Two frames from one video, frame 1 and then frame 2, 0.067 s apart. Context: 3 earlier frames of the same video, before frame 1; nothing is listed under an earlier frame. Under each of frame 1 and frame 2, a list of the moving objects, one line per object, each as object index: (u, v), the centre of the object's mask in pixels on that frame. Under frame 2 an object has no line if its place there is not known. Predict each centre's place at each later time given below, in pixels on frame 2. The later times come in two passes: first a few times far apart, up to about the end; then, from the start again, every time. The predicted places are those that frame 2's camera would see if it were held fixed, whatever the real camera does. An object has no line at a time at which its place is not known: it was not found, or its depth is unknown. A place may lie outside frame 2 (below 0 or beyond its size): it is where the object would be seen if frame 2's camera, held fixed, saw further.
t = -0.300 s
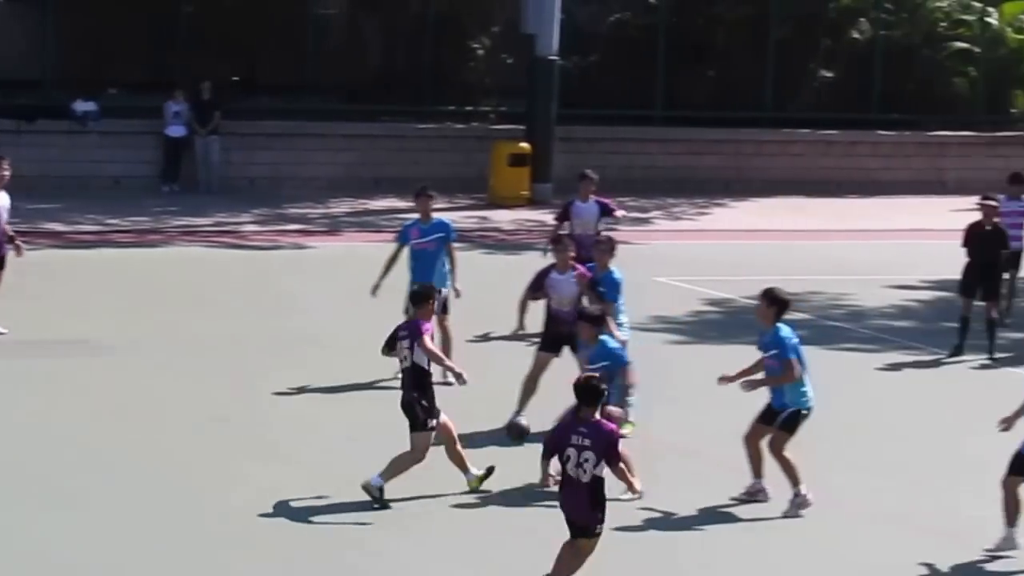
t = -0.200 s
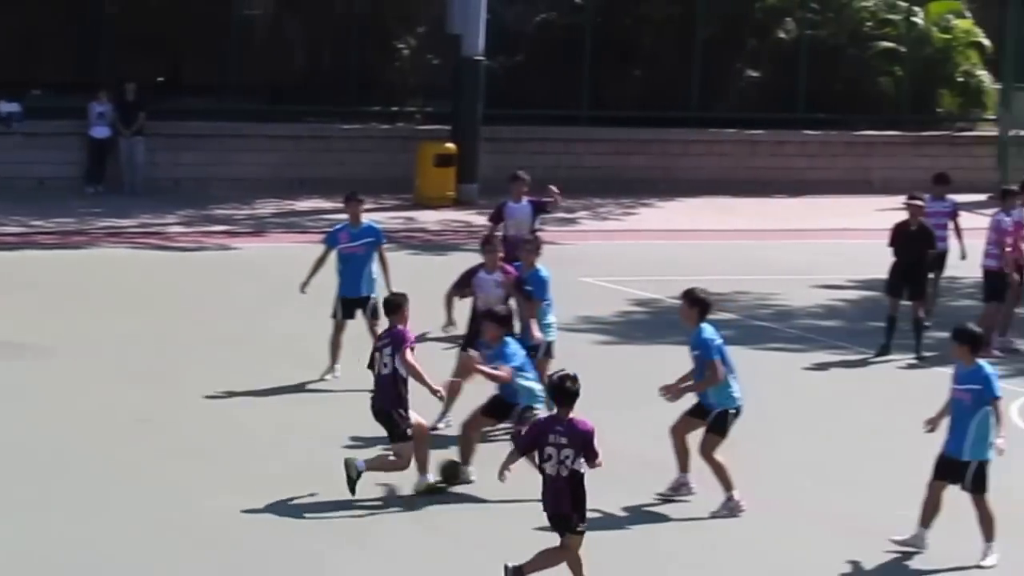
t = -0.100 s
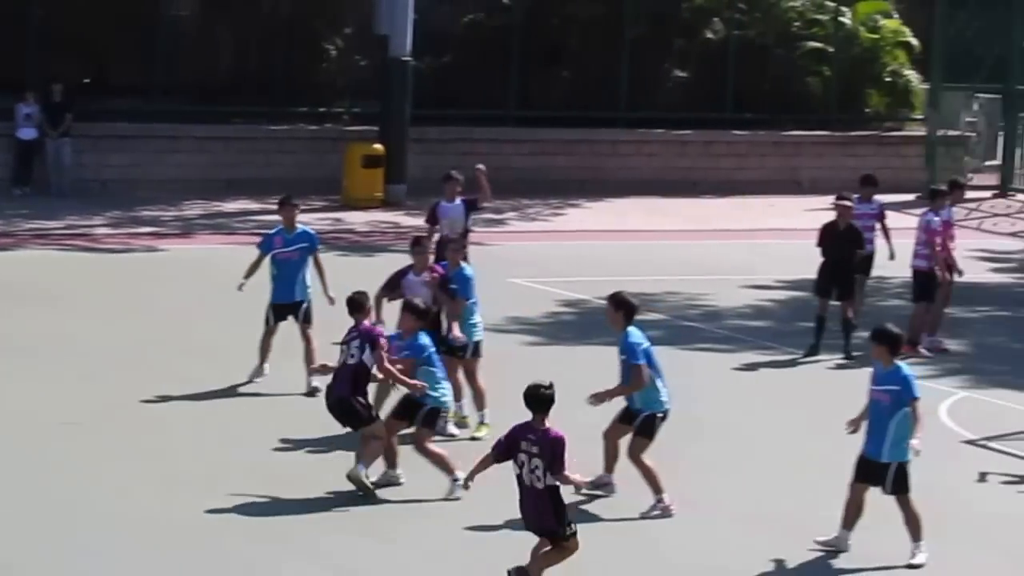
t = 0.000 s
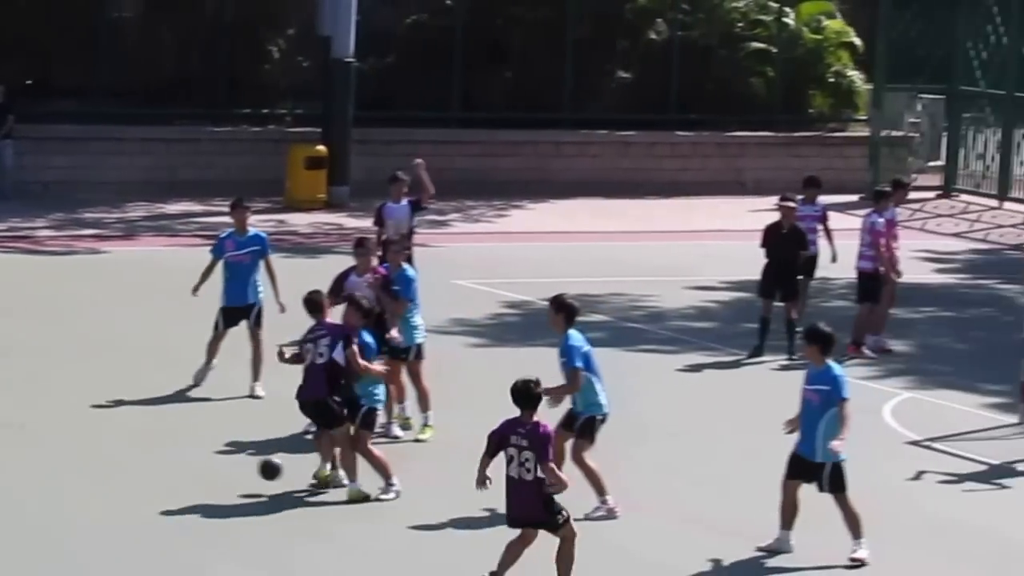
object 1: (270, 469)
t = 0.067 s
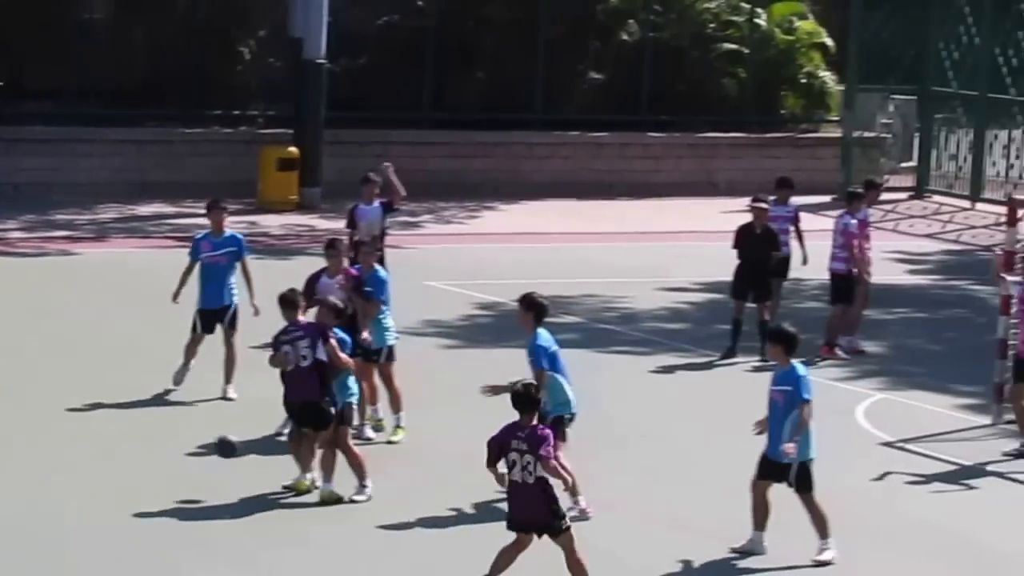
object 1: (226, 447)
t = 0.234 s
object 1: (187, 407)
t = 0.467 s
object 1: (124, 415)
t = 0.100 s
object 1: (218, 436)
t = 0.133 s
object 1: (211, 426)
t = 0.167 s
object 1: (203, 418)
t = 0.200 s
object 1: (196, 412)
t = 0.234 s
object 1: (187, 407)
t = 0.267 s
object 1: (179, 404)
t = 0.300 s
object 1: (171, 402)
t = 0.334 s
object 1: (162, 402)
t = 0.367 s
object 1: (152, 404)
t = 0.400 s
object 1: (144, 406)
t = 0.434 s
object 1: (134, 410)
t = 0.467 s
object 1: (124, 415)
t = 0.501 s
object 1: (113, 424)
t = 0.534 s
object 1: (103, 433)
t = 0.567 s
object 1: (91, 444)
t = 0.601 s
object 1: (79, 456)
